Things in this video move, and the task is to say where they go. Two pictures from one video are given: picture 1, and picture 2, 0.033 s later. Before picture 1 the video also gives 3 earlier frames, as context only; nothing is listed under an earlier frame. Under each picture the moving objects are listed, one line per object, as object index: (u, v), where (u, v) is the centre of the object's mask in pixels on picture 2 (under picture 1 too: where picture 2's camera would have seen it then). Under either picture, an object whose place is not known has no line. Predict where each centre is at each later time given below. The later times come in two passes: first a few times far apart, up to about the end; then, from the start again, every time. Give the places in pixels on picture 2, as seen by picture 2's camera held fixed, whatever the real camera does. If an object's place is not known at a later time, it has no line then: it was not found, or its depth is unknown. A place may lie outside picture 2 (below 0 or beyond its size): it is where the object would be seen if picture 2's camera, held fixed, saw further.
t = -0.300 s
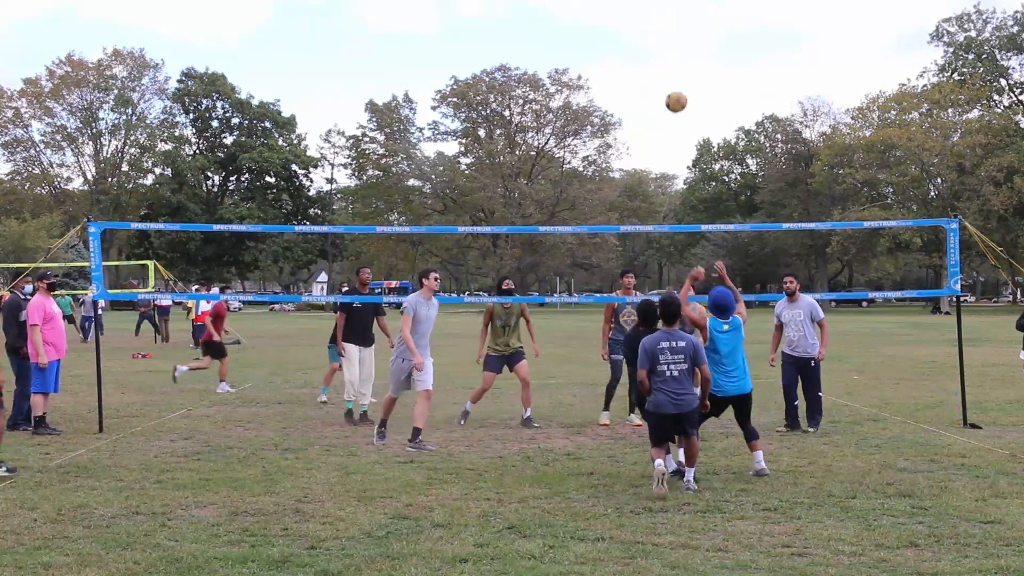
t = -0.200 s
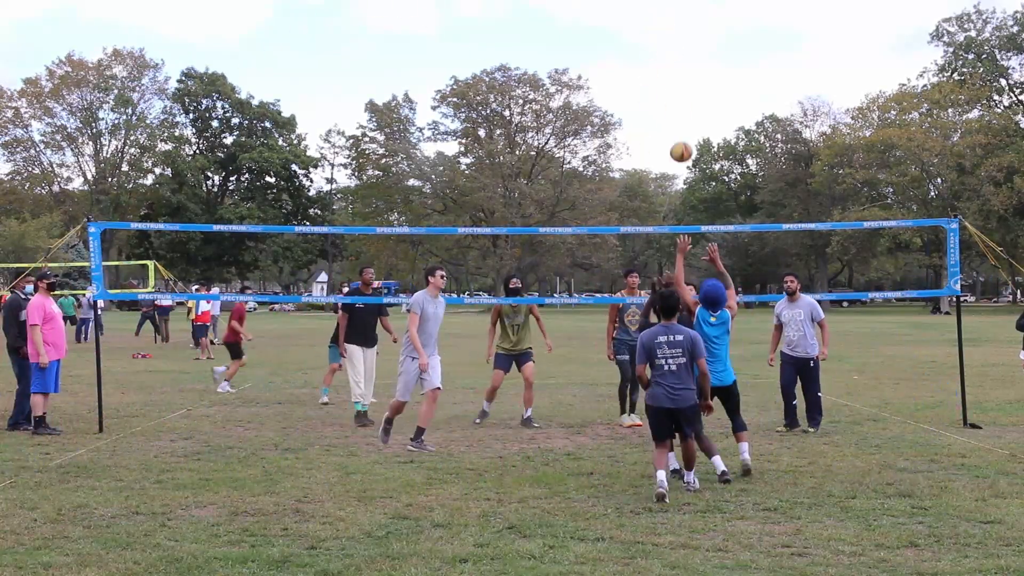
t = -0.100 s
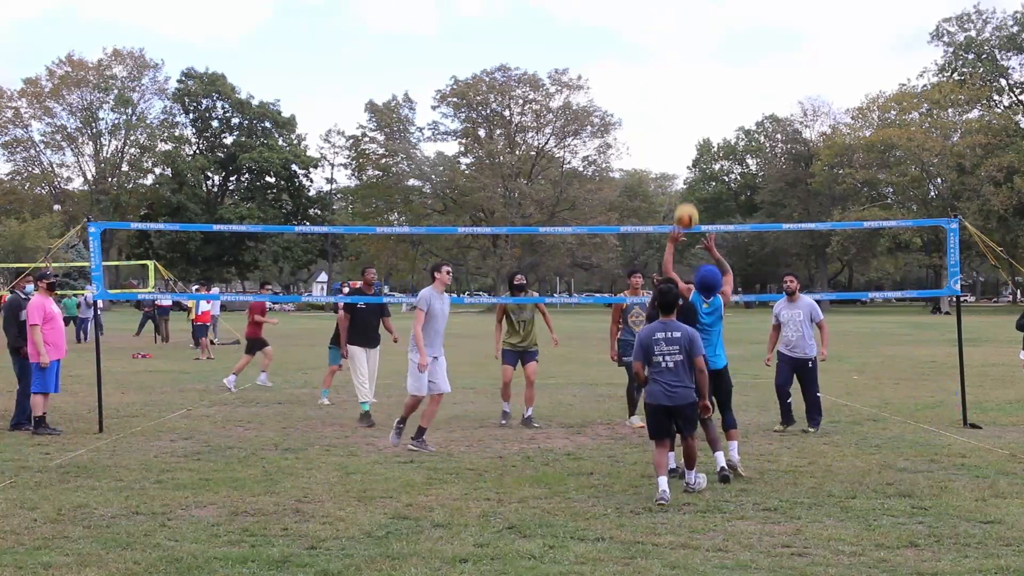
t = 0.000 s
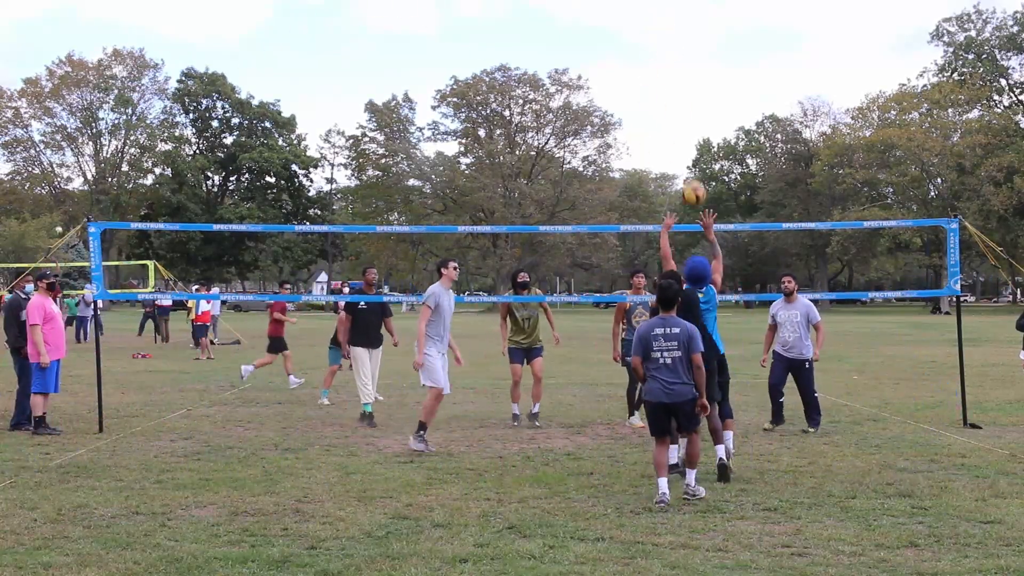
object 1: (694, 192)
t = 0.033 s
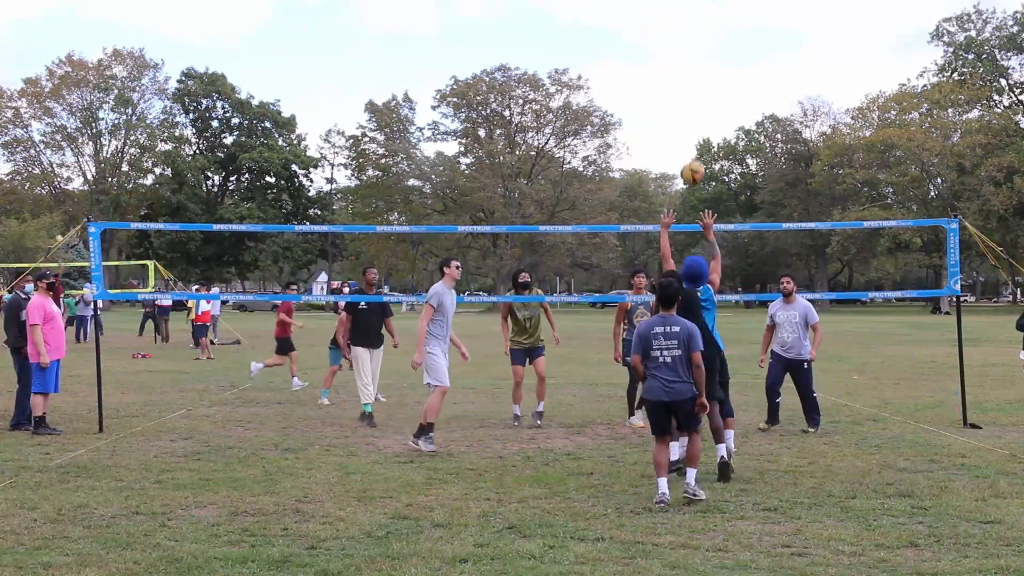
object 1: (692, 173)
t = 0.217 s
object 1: (689, 81)
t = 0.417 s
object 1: (688, 26)
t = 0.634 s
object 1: (687, 15)
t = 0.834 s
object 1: (686, 47)
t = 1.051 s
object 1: (685, 121)
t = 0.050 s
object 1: (692, 163)
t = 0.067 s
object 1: (692, 153)
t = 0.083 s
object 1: (691, 144)
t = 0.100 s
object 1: (691, 134)
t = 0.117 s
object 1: (690, 125)
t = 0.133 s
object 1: (690, 117)
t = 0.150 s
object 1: (690, 109)
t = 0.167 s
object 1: (690, 102)
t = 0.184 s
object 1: (690, 95)
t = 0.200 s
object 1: (690, 87)
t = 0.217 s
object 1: (689, 81)
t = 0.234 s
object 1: (689, 75)
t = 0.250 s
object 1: (689, 69)
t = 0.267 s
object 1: (689, 63)
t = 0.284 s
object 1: (689, 58)
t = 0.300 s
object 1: (689, 53)
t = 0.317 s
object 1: (689, 48)
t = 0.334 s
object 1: (689, 44)
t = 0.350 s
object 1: (688, 40)
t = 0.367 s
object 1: (688, 36)
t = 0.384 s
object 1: (688, 32)
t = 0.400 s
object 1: (688, 29)
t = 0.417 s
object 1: (688, 26)
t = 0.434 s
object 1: (688, 24)
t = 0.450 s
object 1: (688, 21)
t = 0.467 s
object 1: (687, 19)
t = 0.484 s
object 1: (687, 17)
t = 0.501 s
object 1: (687, 16)
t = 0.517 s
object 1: (687, 15)
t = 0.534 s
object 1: (687, 14)
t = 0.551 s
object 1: (687, 13)
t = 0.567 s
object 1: (687, 13)
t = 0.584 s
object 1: (687, 13)
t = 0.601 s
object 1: (687, 13)
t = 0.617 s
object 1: (687, 14)
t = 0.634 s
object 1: (687, 15)
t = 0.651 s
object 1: (687, 16)
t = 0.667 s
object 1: (687, 17)
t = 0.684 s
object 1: (687, 19)
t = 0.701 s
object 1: (686, 21)
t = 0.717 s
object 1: (686, 23)
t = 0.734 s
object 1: (686, 26)
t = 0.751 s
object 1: (686, 29)
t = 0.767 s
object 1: (686, 32)
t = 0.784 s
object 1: (686, 35)
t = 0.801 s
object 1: (686, 39)
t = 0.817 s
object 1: (686, 43)
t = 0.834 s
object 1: (686, 47)
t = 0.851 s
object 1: (686, 51)
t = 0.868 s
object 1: (686, 55)
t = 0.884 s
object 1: (685, 60)
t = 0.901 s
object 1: (685, 65)
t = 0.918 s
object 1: (685, 71)
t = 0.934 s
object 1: (685, 76)
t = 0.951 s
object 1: (685, 82)
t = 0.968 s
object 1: (685, 88)
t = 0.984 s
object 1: (685, 94)
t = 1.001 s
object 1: (685, 101)
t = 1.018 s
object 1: (685, 107)
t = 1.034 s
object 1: (685, 114)
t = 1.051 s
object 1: (685, 121)
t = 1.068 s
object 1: (685, 129)
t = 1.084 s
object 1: (685, 136)
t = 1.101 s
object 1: (685, 144)
